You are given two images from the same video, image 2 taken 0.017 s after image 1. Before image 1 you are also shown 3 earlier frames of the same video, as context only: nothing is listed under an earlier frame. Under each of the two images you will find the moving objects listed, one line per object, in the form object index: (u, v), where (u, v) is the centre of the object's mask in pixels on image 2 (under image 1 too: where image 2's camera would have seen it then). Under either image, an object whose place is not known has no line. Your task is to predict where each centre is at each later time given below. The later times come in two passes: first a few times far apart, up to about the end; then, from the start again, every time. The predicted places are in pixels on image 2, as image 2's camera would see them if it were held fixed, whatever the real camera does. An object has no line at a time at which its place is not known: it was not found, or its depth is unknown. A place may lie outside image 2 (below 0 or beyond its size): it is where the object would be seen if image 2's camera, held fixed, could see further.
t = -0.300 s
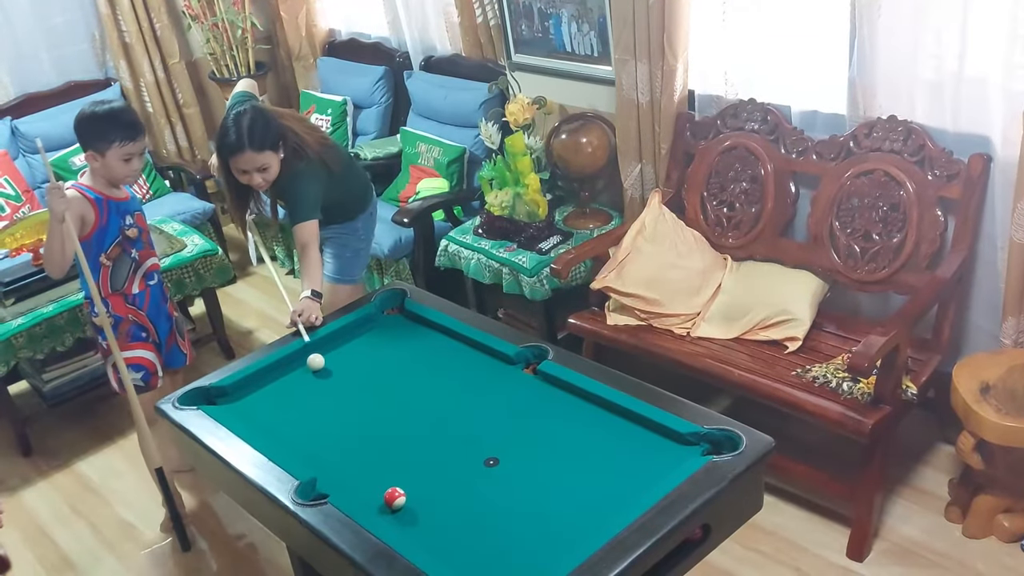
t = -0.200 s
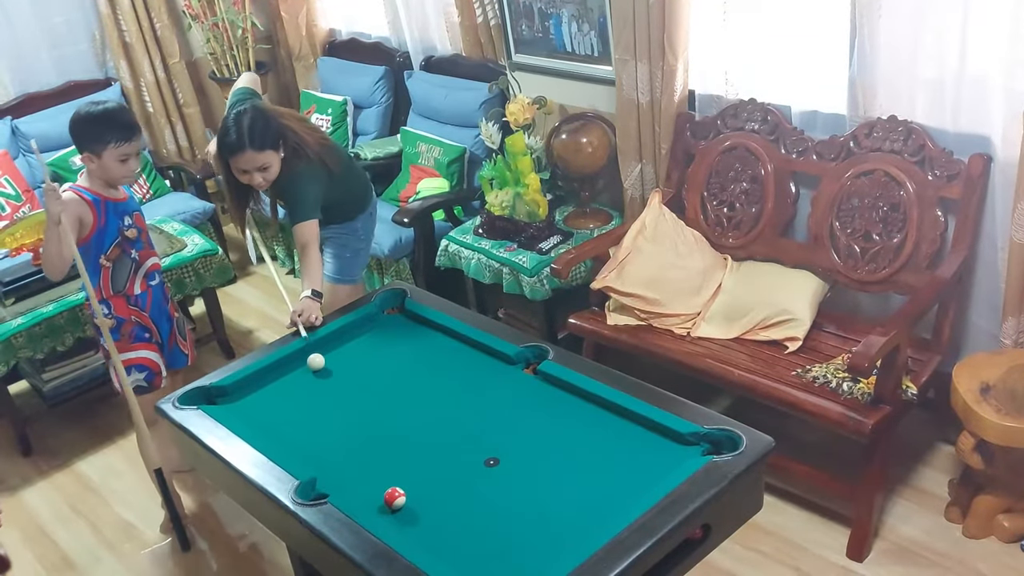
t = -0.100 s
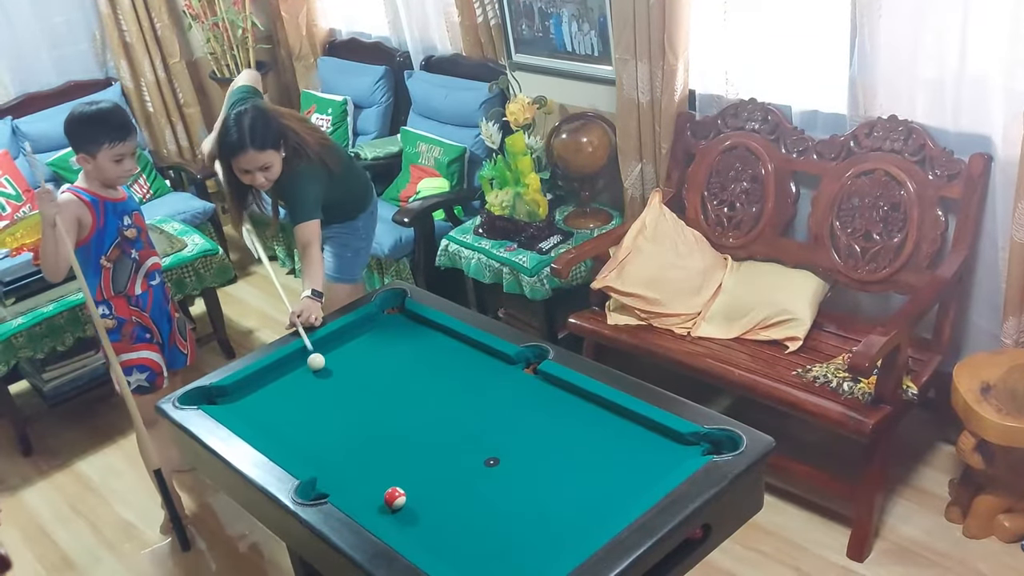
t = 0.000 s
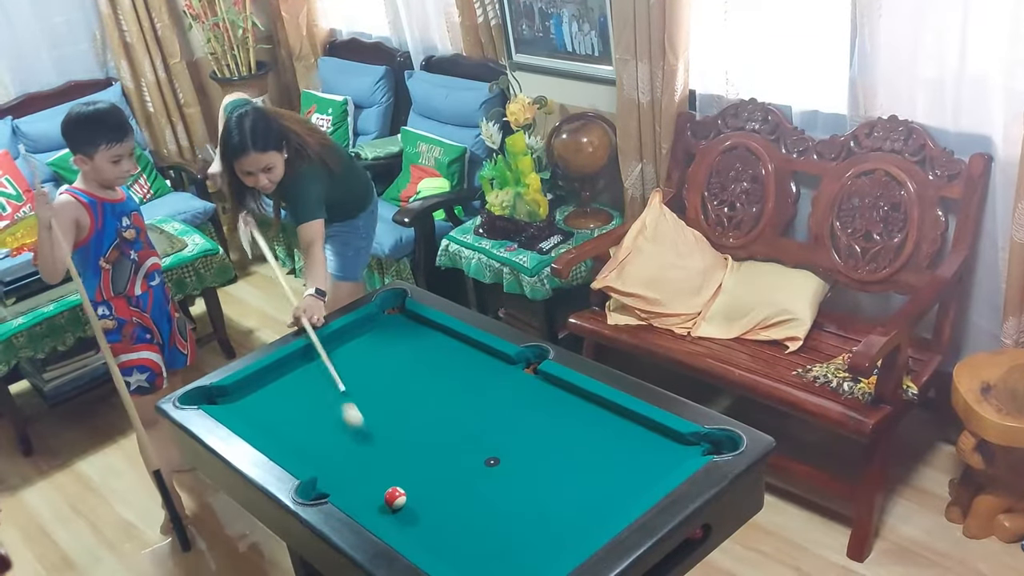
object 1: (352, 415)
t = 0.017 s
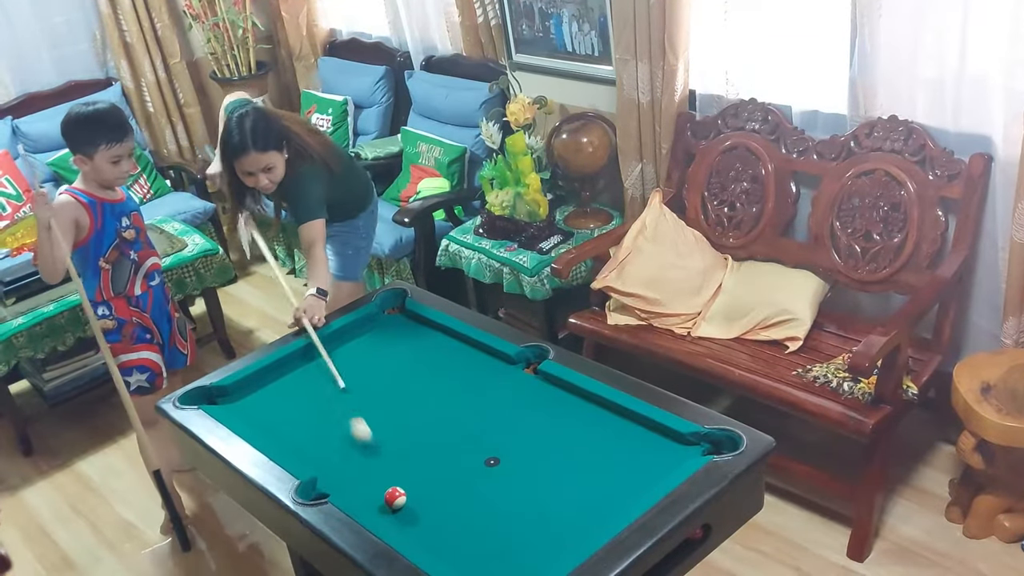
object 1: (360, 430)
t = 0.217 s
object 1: (436, 483)
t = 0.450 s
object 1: (508, 482)
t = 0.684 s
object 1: (577, 481)
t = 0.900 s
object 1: (640, 478)
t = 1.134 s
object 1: (661, 456)
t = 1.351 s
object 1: (658, 437)
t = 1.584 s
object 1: (627, 436)
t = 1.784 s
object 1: (603, 435)
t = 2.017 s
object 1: (576, 433)
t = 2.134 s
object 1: (563, 432)
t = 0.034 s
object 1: (368, 442)
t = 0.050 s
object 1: (375, 454)
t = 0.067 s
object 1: (384, 467)
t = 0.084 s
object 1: (392, 479)
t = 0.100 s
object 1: (399, 483)
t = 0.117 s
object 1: (405, 483)
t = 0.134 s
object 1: (410, 483)
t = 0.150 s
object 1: (416, 483)
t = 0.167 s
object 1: (421, 483)
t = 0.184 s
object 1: (426, 483)
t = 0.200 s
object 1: (431, 483)
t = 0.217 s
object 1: (436, 483)
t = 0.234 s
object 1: (442, 483)
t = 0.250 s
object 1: (446, 483)
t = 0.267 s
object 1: (452, 483)
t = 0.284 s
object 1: (457, 483)
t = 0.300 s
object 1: (462, 483)
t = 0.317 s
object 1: (467, 483)
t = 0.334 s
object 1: (472, 483)
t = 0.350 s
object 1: (477, 483)
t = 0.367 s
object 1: (483, 483)
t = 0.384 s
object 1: (488, 482)
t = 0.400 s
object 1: (492, 482)
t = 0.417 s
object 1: (497, 482)
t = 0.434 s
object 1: (503, 482)
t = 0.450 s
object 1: (508, 482)
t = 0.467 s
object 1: (513, 482)
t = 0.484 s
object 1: (518, 482)
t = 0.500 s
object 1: (522, 482)
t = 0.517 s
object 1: (528, 482)
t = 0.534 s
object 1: (533, 482)
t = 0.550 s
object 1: (538, 482)
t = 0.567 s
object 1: (543, 482)
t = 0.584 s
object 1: (548, 482)
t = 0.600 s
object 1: (553, 482)
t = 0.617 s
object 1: (558, 481)
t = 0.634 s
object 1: (563, 481)
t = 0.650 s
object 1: (568, 481)
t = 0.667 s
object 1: (572, 481)
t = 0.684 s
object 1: (577, 481)
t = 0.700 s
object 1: (582, 481)
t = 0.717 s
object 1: (587, 480)
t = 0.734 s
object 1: (591, 480)
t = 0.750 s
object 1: (596, 480)
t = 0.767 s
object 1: (601, 480)
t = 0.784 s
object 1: (606, 480)
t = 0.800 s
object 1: (610, 479)
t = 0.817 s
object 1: (615, 480)
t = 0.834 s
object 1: (620, 479)
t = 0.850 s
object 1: (625, 479)
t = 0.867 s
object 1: (630, 479)
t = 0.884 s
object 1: (635, 479)
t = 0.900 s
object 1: (640, 478)
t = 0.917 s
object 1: (644, 478)
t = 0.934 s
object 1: (649, 477)
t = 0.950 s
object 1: (653, 476)
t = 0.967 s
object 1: (655, 475)
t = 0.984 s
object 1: (656, 473)
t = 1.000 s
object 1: (657, 471)
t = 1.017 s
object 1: (657, 469)
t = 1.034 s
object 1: (658, 467)
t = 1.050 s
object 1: (659, 466)
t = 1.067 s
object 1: (659, 464)
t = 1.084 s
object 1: (660, 462)
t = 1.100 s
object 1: (661, 460)
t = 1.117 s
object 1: (661, 458)
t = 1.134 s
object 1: (661, 456)
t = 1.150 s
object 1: (662, 454)
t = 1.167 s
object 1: (663, 453)
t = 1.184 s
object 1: (663, 451)
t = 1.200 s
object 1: (664, 449)
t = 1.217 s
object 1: (664, 447)
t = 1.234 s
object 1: (664, 445)
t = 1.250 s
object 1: (665, 443)
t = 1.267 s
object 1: (665, 441)
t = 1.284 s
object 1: (665, 439)
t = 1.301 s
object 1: (665, 437)
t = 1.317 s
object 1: (663, 437)
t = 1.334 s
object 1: (660, 437)
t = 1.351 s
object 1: (658, 437)
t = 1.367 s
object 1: (656, 437)
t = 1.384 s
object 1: (654, 437)
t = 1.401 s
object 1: (651, 437)
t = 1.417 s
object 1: (649, 437)
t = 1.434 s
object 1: (647, 437)
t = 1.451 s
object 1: (644, 437)
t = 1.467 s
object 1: (642, 437)
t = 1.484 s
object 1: (640, 437)
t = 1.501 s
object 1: (638, 436)
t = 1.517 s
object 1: (636, 437)
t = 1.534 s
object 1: (633, 437)
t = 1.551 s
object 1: (631, 436)
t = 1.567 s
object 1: (629, 436)
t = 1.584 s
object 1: (627, 436)
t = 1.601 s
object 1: (625, 436)
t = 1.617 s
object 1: (623, 436)
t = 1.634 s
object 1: (621, 436)
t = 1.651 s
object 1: (619, 436)
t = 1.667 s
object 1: (617, 436)
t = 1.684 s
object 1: (615, 436)
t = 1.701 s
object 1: (613, 436)
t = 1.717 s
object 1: (611, 436)
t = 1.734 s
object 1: (609, 435)
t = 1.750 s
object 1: (607, 435)
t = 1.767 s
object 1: (605, 435)
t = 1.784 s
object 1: (603, 435)
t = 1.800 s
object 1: (601, 435)
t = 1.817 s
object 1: (599, 435)
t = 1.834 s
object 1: (597, 435)
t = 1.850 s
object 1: (595, 434)
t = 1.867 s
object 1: (593, 434)
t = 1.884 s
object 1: (591, 434)
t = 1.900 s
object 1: (589, 434)
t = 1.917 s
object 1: (587, 434)
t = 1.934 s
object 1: (585, 433)
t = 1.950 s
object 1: (583, 433)
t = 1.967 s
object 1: (582, 434)
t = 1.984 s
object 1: (579, 433)
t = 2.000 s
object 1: (578, 433)
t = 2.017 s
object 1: (576, 433)
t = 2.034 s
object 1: (574, 433)
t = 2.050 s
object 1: (572, 433)
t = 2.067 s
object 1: (570, 433)
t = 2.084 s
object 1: (569, 432)
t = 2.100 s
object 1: (567, 433)
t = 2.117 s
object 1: (565, 432)
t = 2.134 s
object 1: (563, 432)
